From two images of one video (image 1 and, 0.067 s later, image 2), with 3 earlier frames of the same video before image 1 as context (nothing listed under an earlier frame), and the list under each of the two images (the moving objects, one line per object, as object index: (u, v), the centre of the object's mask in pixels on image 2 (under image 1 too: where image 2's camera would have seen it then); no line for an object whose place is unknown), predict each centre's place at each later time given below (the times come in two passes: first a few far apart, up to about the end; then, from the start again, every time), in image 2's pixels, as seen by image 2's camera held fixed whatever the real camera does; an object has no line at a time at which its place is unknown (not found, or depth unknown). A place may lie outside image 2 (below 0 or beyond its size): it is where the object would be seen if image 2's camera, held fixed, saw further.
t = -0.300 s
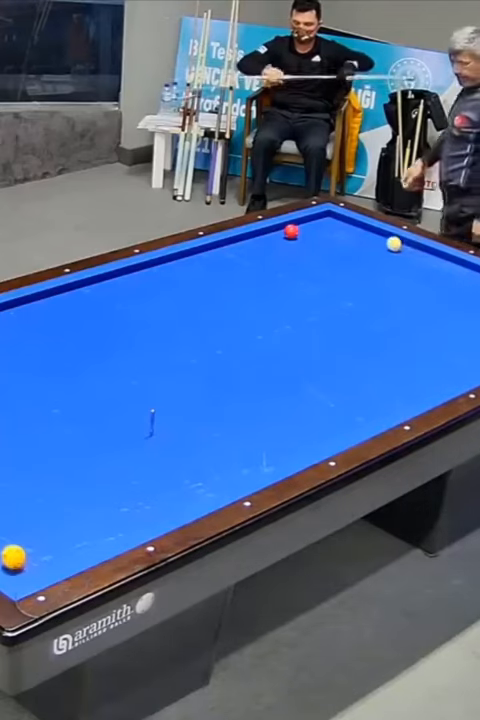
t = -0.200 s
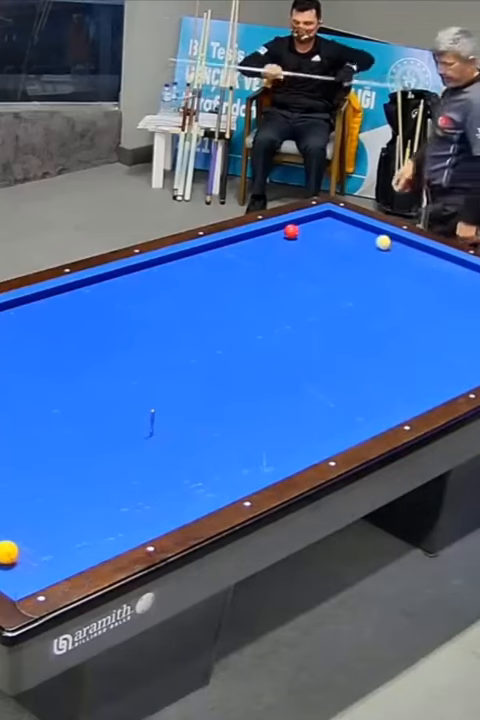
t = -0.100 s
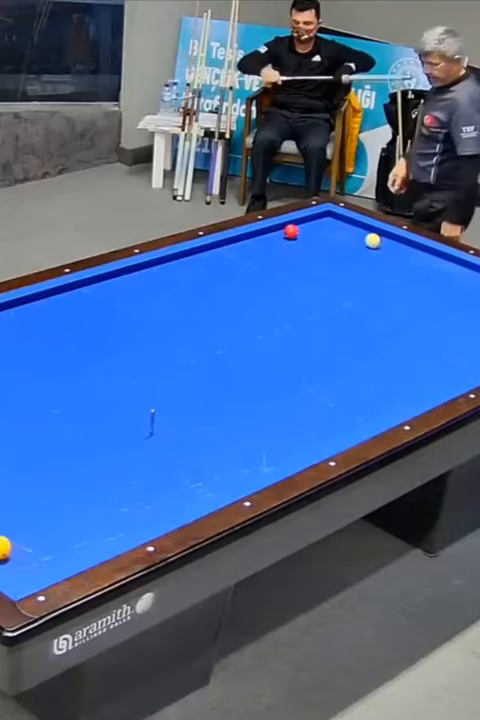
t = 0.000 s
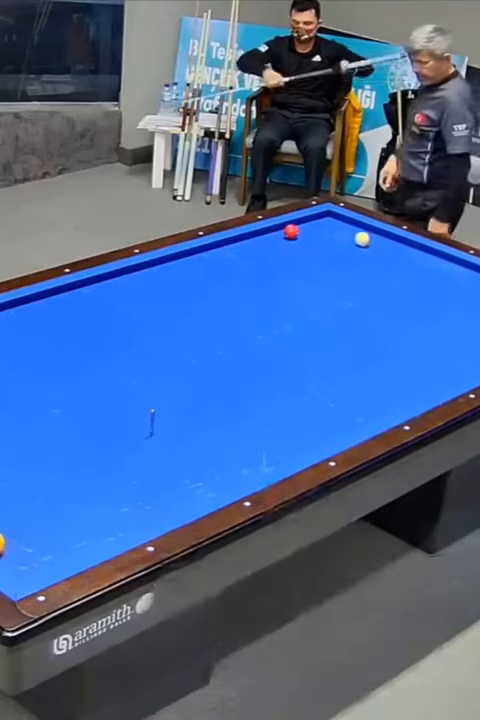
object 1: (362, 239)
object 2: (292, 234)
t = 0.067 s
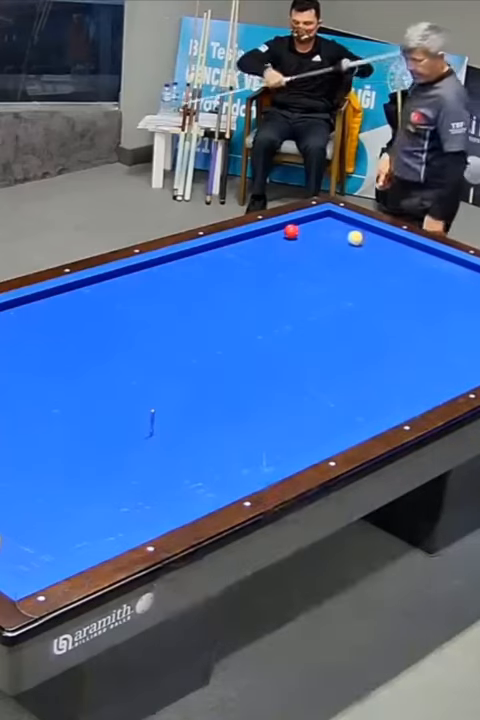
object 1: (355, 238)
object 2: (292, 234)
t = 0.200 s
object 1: (342, 236)
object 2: (292, 234)
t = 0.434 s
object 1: (319, 233)
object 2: (292, 234)
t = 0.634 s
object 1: (302, 230)
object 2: (289, 232)
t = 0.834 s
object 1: (292, 226)
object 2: (280, 233)
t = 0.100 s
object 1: (352, 238)
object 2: (292, 234)
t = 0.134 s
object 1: (348, 237)
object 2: (292, 234)
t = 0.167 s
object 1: (345, 237)
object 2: (292, 234)
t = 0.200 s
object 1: (342, 236)
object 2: (292, 234)
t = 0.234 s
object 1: (338, 236)
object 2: (292, 234)
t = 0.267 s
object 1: (335, 235)
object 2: (292, 234)
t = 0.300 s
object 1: (331, 234)
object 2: (292, 234)
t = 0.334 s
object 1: (328, 234)
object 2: (292, 234)
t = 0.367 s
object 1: (325, 234)
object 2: (292, 234)
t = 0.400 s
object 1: (322, 233)
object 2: (292, 234)
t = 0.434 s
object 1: (319, 233)
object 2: (292, 234)
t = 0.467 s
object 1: (315, 232)
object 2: (292, 234)
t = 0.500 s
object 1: (312, 232)
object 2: (292, 234)
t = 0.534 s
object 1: (309, 231)
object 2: (292, 234)
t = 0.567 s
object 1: (306, 231)
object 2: (291, 234)
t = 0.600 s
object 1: (304, 230)
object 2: (290, 232)
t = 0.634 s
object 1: (302, 230)
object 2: (289, 232)
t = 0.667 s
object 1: (300, 229)
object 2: (287, 233)
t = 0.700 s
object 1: (298, 228)
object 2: (286, 233)
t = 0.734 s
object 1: (297, 228)
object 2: (284, 233)
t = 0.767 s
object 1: (295, 227)
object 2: (283, 233)
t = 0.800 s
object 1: (293, 227)
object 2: (282, 233)
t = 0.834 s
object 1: (292, 226)
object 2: (280, 233)
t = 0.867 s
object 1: (290, 225)
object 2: (279, 234)
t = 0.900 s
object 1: (289, 225)
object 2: (278, 234)
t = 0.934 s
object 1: (289, 226)
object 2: (277, 233)
